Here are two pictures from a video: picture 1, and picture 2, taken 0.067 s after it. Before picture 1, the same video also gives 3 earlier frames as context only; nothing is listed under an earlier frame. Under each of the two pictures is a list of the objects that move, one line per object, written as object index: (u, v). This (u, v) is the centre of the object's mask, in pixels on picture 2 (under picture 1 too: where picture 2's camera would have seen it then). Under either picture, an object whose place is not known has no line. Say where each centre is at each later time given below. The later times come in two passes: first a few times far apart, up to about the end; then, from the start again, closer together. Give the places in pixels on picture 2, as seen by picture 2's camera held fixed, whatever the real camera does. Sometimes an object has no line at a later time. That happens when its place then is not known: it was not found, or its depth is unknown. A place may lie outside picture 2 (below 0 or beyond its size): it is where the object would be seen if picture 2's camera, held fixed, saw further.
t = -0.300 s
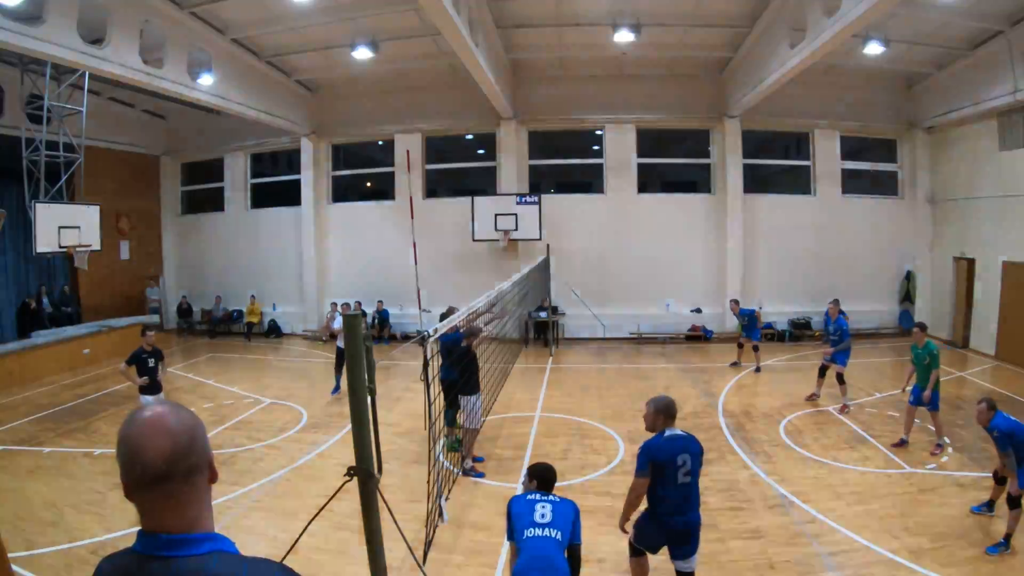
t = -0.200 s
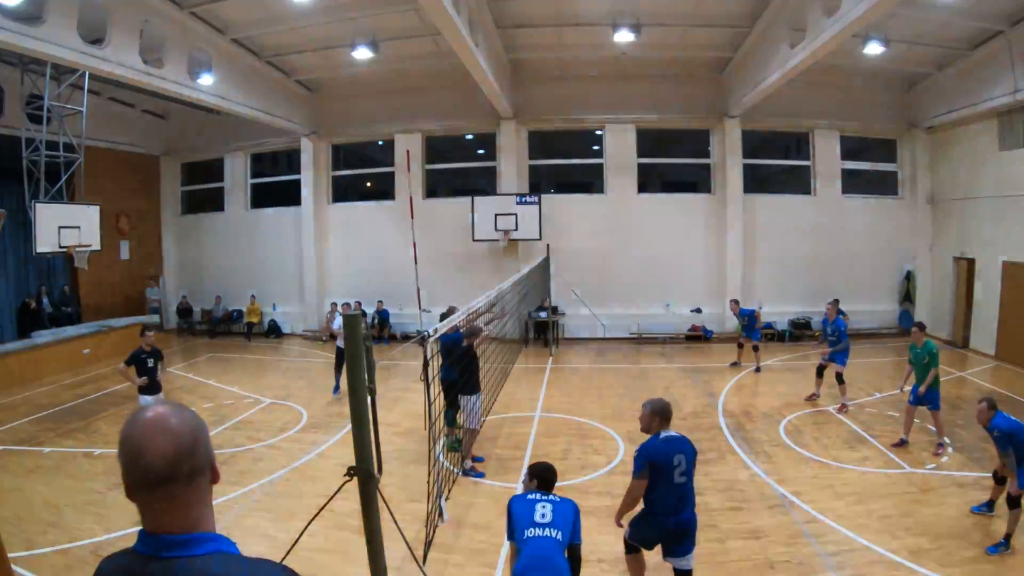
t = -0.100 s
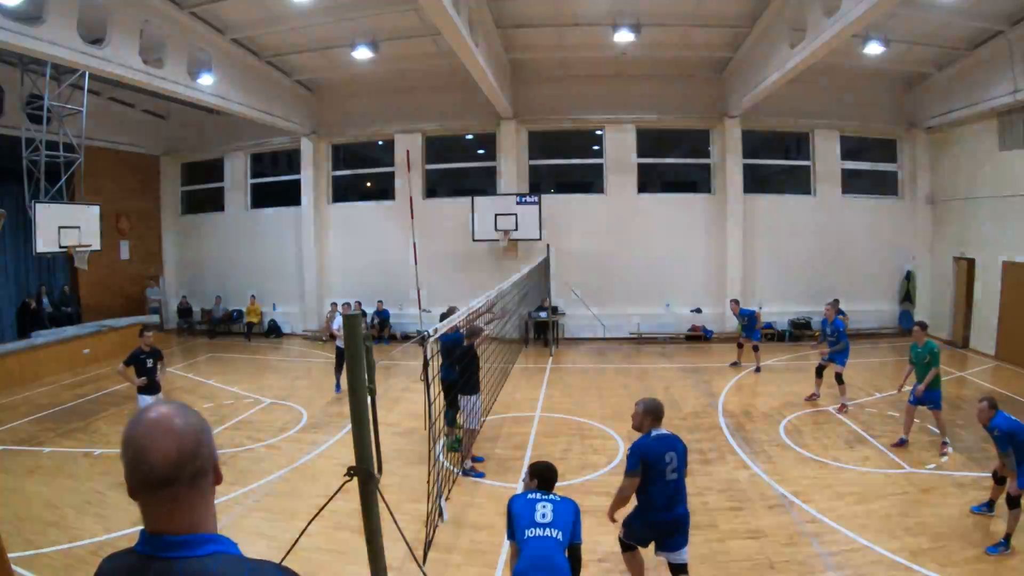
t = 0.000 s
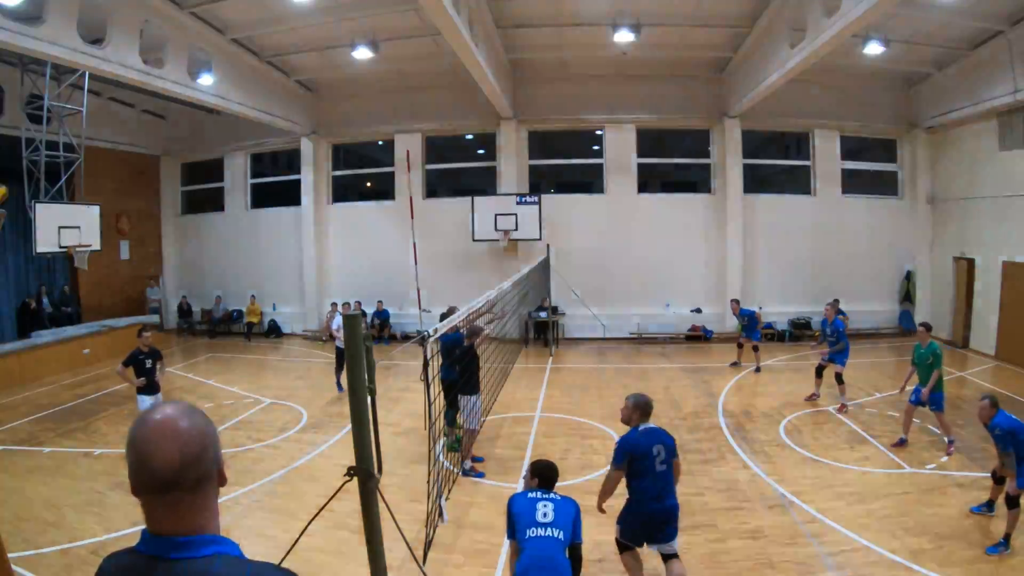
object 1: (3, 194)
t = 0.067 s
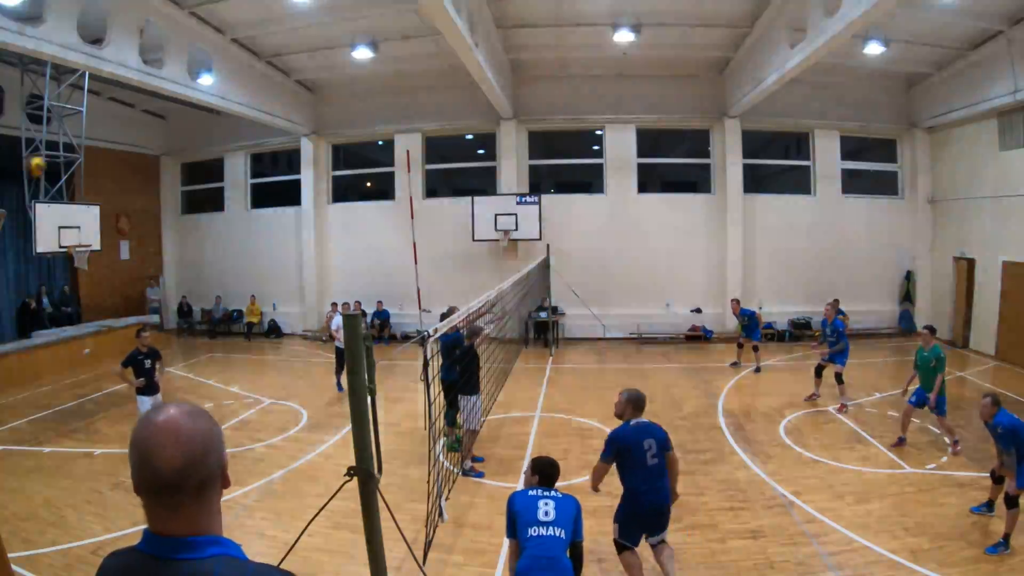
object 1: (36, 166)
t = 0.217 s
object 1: (142, 112)
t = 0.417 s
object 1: (334, 71)
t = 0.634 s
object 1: (586, 90)
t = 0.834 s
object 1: (798, 170)
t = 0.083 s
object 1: (48, 160)
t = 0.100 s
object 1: (58, 152)
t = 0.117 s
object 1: (69, 147)
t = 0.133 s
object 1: (81, 140)
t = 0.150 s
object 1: (92, 134)
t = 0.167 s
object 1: (103, 128)
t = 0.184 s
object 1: (117, 122)
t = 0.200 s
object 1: (129, 116)
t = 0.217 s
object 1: (142, 112)
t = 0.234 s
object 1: (156, 107)
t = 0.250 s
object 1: (170, 102)
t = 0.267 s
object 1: (185, 98)
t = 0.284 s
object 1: (202, 94)
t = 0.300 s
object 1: (218, 90)
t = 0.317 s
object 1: (231, 85)
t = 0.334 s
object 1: (249, 81)
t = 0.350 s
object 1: (264, 79)
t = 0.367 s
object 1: (281, 76)
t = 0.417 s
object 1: (334, 71)
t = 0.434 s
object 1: (353, 70)
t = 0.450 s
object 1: (370, 69)
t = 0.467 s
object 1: (389, 68)
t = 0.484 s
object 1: (409, 68)
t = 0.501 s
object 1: (428, 68)
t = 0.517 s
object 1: (447, 69)
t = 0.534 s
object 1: (468, 71)
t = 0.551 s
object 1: (488, 72)
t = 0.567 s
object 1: (506, 74)
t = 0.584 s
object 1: (527, 77)
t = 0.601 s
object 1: (547, 81)
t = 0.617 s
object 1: (566, 85)
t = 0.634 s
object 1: (586, 90)
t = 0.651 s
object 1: (606, 94)
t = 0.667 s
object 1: (624, 99)
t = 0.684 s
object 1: (644, 105)
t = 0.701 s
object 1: (662, 111)
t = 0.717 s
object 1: (679, 117)
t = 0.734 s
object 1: (700, 124)
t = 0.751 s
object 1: (716, 132)
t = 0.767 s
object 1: (732, 137)
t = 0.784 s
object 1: (751, 146)
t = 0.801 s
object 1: (766, 153)
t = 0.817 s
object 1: (781, 161)
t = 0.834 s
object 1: (798, 170)
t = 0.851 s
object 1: (815, 179)
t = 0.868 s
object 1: (830, 187)
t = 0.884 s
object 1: (844, 197)
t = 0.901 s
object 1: (859, 207)
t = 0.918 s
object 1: (871, 215)
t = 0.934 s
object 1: (885, 225)
